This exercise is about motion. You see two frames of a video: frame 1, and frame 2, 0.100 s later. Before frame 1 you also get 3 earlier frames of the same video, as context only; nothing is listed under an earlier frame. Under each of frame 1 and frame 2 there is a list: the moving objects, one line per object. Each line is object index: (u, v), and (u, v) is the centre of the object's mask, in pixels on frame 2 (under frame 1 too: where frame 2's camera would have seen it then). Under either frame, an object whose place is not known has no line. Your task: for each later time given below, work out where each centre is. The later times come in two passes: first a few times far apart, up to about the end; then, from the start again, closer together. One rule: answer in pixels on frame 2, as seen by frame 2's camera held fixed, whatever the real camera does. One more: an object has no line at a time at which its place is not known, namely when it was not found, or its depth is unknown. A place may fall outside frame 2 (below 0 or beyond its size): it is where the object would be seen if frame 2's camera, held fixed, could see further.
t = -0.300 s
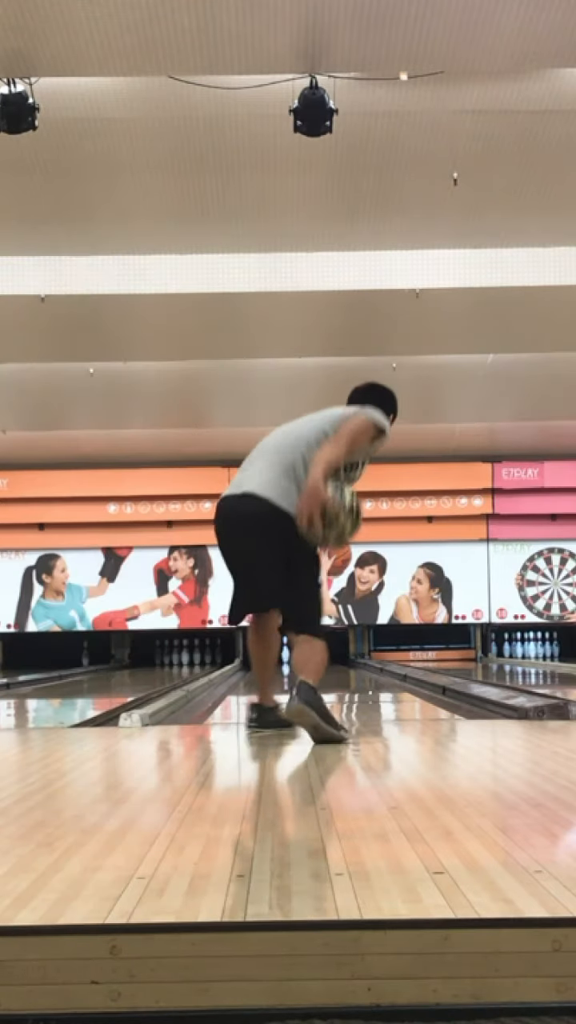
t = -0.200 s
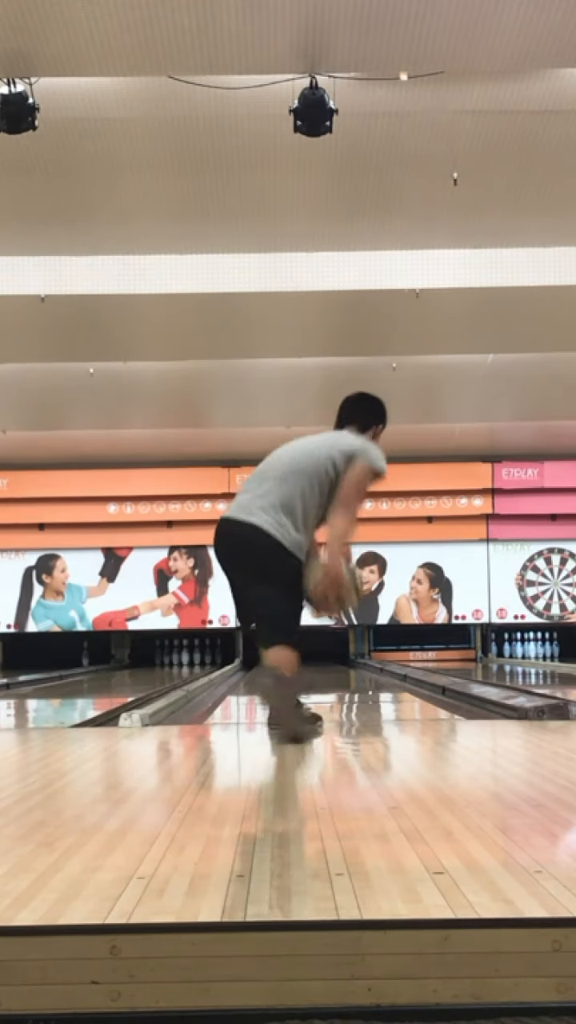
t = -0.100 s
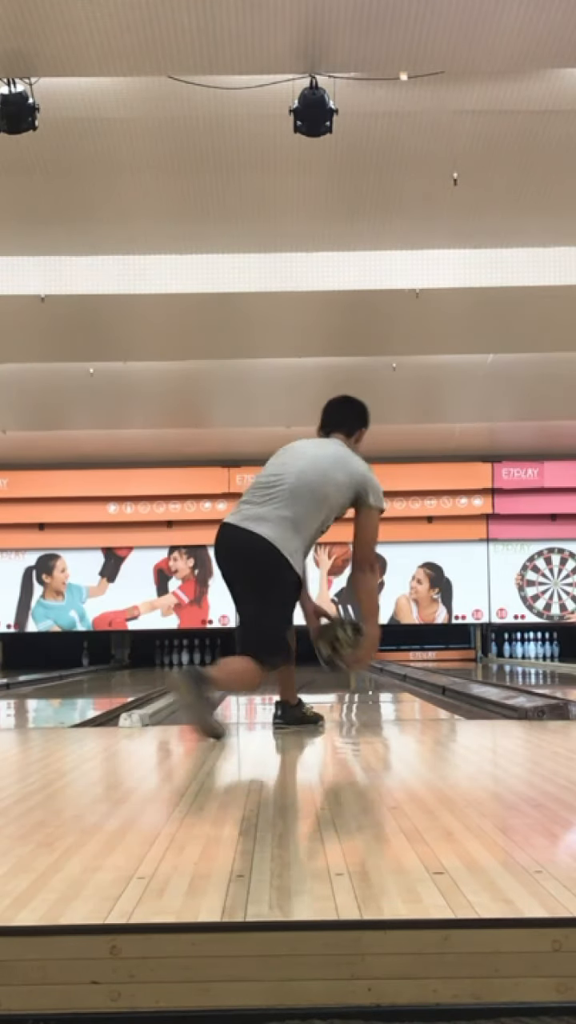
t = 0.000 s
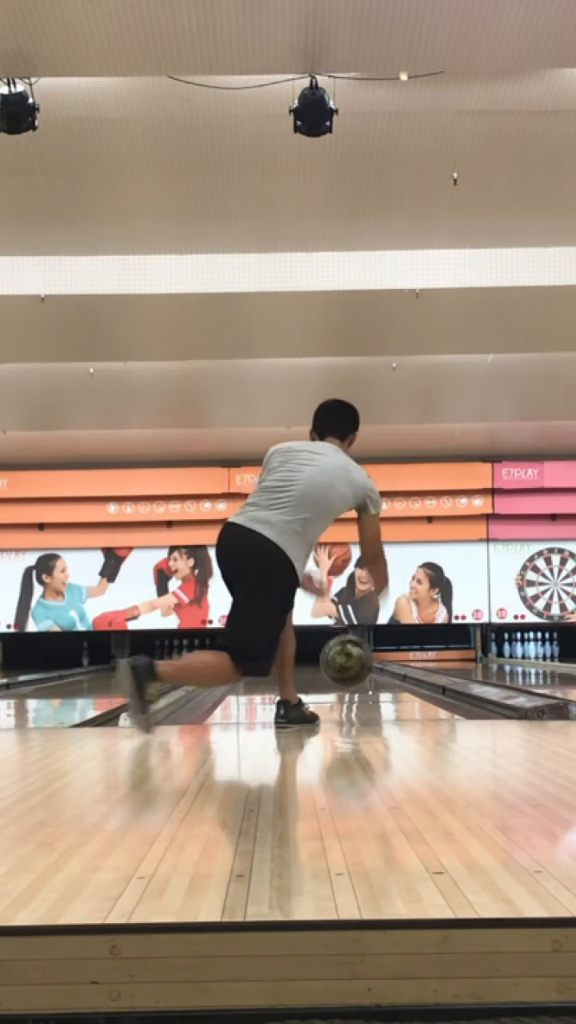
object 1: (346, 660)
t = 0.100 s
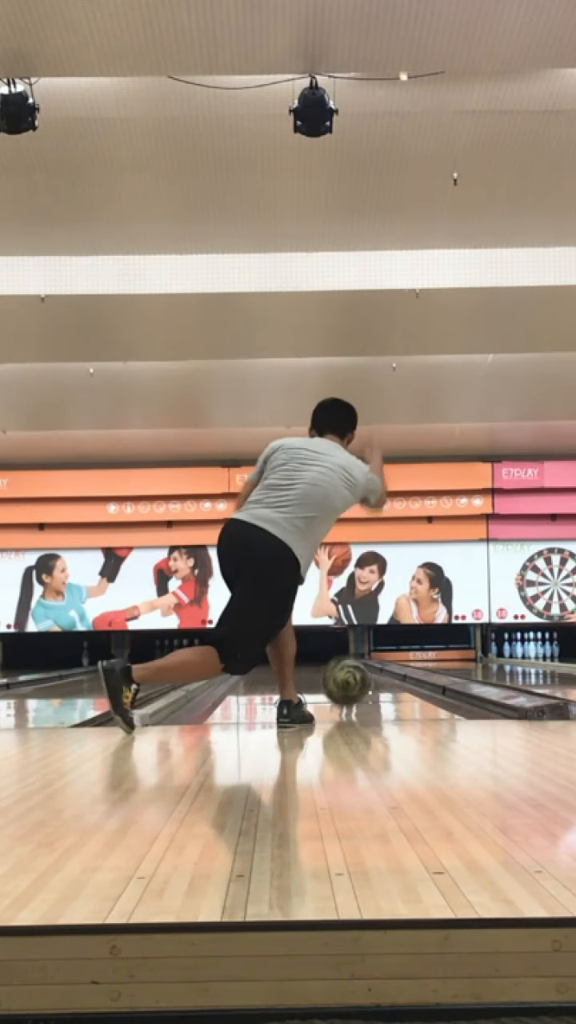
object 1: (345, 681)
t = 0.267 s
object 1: (341, 683)
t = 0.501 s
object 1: (337, 676)
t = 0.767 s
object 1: (331, 671)
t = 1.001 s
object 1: (327, 668)
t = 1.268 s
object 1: (322, 666)
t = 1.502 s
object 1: (318, 664)
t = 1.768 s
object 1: (314, 661)
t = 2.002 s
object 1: (309, 660)
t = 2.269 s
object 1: (305, 658)
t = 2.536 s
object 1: (300, 657)
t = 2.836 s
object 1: (298, 657)
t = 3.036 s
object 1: (295, 658)
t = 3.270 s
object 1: (289, 657)
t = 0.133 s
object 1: (344, 687)
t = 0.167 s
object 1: (344, 685)
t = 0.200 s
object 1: (344, 685)
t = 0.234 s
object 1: (343, 684)
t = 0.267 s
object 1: (341, 683)
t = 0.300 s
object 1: (341, 682)
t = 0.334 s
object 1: (340, 681)
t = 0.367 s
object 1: (340, 680)
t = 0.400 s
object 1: (339, 679)
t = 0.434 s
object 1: (338, 678)
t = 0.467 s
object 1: (337, 677)
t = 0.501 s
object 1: (337, 676)
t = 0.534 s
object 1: (337, 675)
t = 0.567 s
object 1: (336, 675)
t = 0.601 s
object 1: (335, 674)
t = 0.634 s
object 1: (335, 674)
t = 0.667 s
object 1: (334, 673)
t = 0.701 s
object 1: (333, 672)
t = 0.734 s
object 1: (332, 672)
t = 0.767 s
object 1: (331, 671)
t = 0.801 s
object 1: (331, 670)
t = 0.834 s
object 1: (330, 670)
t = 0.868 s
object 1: (330, 670)
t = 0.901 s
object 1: (329, 670)
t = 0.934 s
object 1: (328, 669)
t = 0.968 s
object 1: (328, 669)
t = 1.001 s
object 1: (327, 668)
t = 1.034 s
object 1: (326, 668)
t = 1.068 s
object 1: (326, 668)
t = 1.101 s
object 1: (325, 667)
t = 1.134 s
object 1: (324, 667)
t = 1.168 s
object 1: (324, 667)
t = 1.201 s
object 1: (323, 667)
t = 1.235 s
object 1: (323, 666)
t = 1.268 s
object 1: (322, 666)
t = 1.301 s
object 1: (322, 666)
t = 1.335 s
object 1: (321, 665)
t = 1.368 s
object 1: (320, 665)
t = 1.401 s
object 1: (320, 665)
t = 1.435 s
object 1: (319, 665)
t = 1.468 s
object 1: (319, 664)
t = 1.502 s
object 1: (318, 664)
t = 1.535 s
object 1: (318, 663)
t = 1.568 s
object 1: (317, 663)
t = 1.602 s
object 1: (316, 662)
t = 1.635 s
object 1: (316, 662)
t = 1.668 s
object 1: (315, 662)
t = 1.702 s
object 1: (315, 662)
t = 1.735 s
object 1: (314, 662)
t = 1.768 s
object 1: (314, 661)
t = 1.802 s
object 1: (313, 661)
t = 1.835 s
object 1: (312, 661)
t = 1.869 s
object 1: (312, 661)
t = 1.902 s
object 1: (311, 661)
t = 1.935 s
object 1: (311, 661)
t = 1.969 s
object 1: (310, 660)
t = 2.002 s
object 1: (309, 660)
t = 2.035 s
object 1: (309, 660)
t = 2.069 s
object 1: (308, 659)
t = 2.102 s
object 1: (308, 659)
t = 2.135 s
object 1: (307, 659)
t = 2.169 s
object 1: (307, 659)
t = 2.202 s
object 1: (306, 658)
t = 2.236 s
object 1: (306, 658)
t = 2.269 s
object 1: (305, 658)
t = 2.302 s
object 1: (304, 658)
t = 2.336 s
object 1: (304, 658)
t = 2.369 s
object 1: (303, 658)
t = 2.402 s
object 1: (303, 658)
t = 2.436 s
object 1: (303, 657)
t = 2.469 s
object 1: (302, 657)
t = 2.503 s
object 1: (301, 657)
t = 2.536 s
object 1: (300, 657)
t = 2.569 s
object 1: (300, 657)
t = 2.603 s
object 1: (299, 657)
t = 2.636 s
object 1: (299, 657)
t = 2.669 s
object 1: (299, 658)
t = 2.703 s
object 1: (302, 660)
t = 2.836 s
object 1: (298, 657)
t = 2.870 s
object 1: (298, 657)
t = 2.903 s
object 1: (297, 657)
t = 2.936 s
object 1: (297, 657)
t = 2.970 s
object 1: (296, 657)
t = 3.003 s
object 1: (296, 657)
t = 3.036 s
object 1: (295, 658)
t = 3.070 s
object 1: (294, 658)
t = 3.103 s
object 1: (293, 658)
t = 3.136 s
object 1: (291, 659)
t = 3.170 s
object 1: (290, 659)
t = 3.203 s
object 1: (289, 659)
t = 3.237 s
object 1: (289, 658)
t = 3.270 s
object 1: (289, 657)
